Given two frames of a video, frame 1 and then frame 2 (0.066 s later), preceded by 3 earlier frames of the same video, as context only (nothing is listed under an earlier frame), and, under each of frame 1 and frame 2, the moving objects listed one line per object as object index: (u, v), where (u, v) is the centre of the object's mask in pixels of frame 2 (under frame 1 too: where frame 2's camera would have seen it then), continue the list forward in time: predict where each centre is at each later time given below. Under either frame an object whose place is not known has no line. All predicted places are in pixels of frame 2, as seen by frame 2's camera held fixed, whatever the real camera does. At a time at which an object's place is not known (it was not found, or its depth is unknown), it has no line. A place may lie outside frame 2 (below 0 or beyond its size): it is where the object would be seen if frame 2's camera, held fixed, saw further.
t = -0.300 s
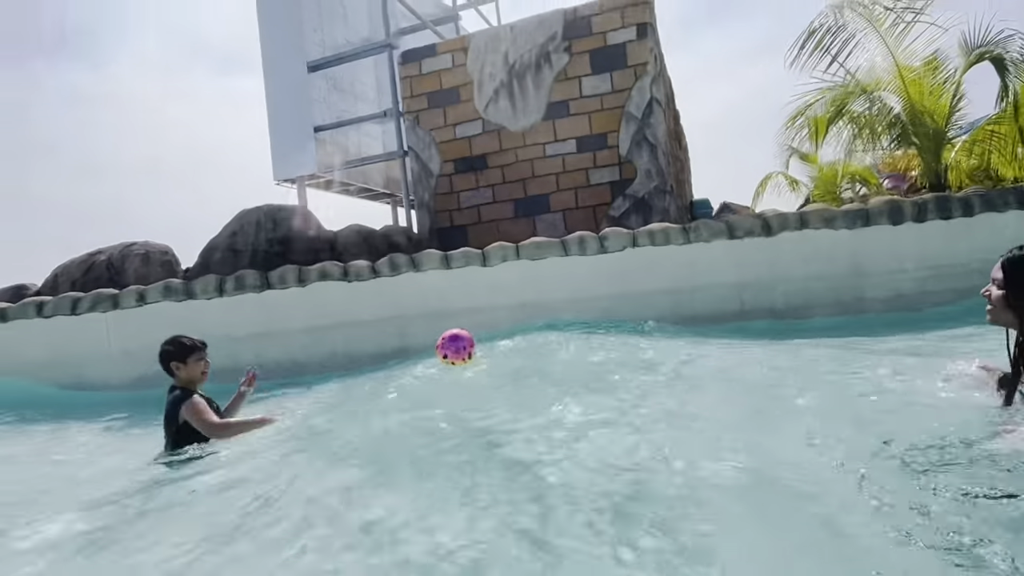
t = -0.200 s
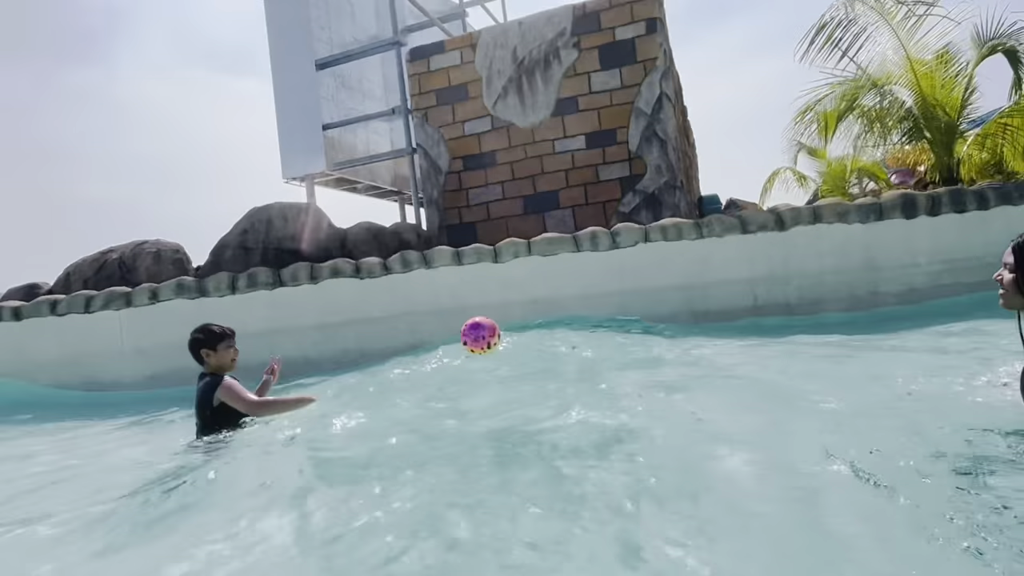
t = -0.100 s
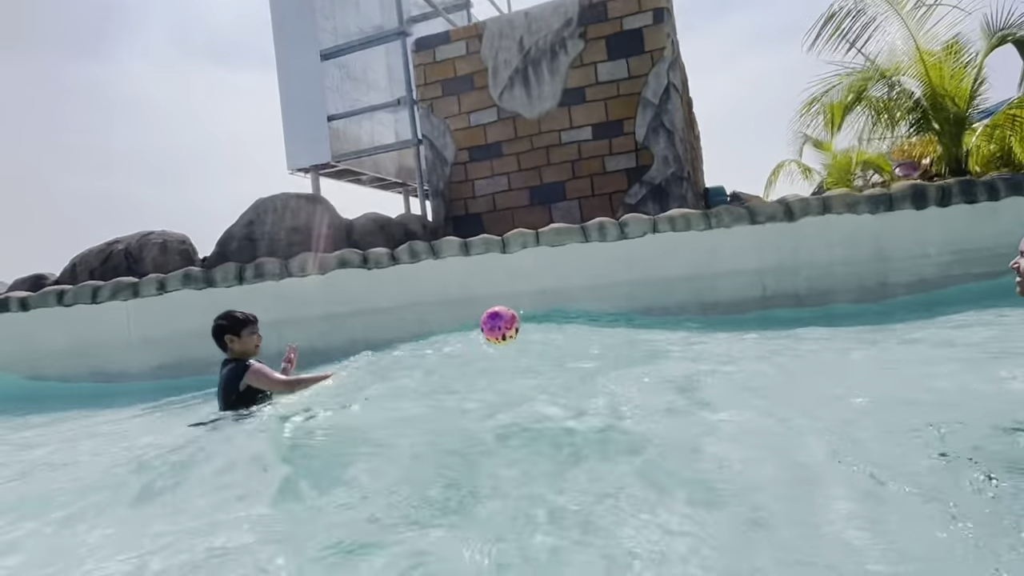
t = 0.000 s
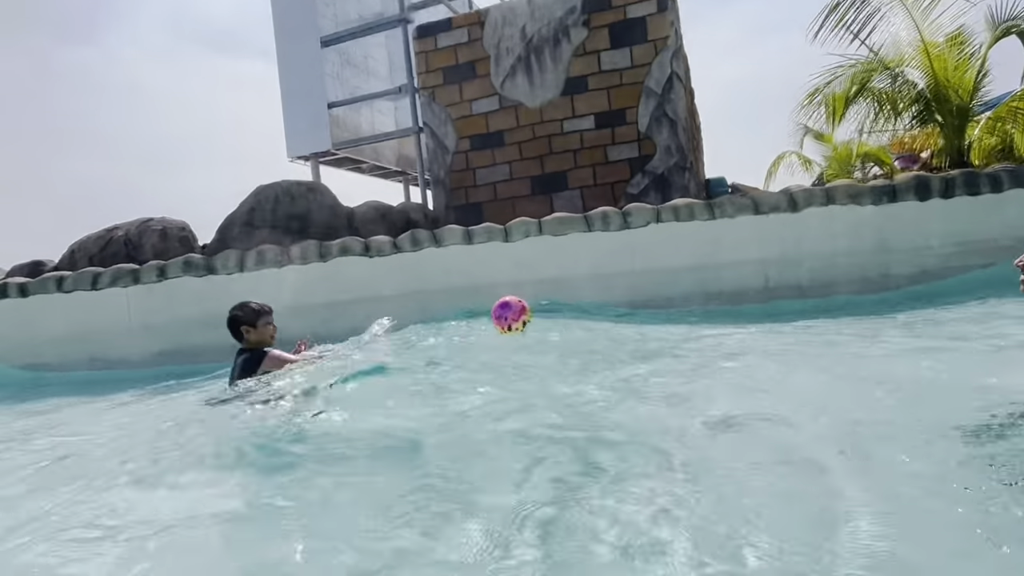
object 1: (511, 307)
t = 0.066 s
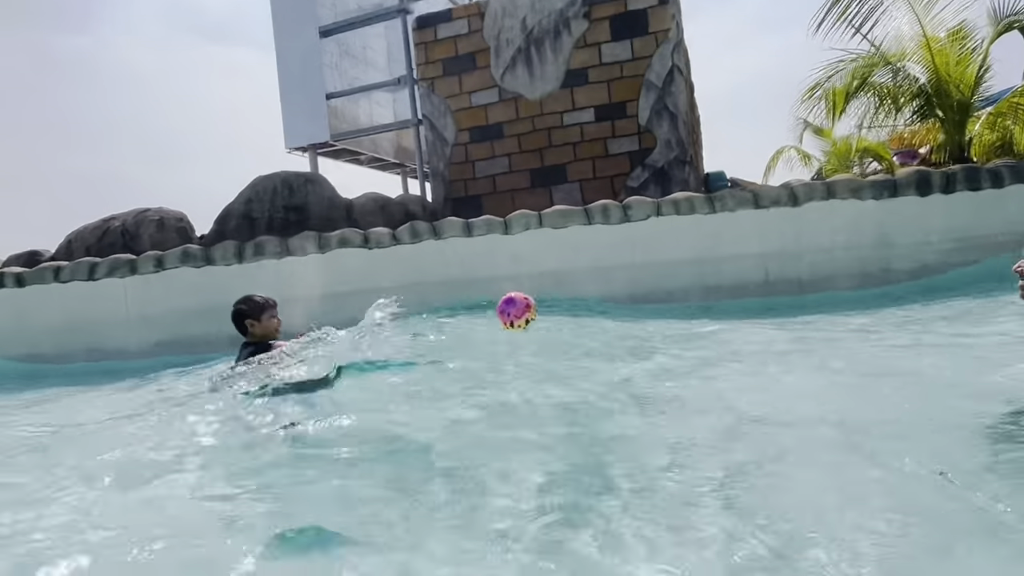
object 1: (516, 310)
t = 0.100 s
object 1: (519, 313)
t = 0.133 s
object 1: (522, 316)
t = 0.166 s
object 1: (525, 320)
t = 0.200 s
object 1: (528, 323)
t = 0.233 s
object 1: (531, 327)
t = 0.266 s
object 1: (535, 331)
